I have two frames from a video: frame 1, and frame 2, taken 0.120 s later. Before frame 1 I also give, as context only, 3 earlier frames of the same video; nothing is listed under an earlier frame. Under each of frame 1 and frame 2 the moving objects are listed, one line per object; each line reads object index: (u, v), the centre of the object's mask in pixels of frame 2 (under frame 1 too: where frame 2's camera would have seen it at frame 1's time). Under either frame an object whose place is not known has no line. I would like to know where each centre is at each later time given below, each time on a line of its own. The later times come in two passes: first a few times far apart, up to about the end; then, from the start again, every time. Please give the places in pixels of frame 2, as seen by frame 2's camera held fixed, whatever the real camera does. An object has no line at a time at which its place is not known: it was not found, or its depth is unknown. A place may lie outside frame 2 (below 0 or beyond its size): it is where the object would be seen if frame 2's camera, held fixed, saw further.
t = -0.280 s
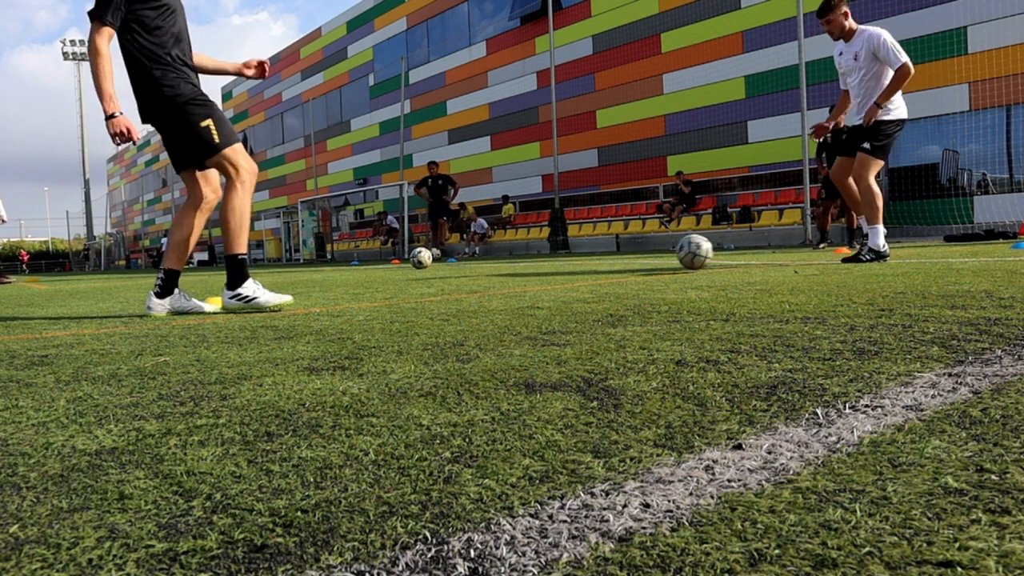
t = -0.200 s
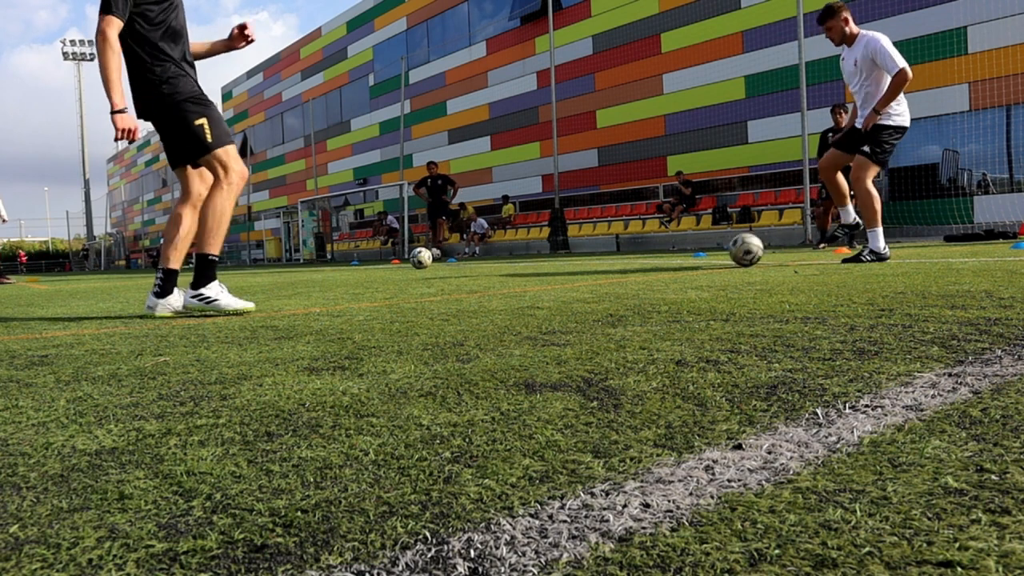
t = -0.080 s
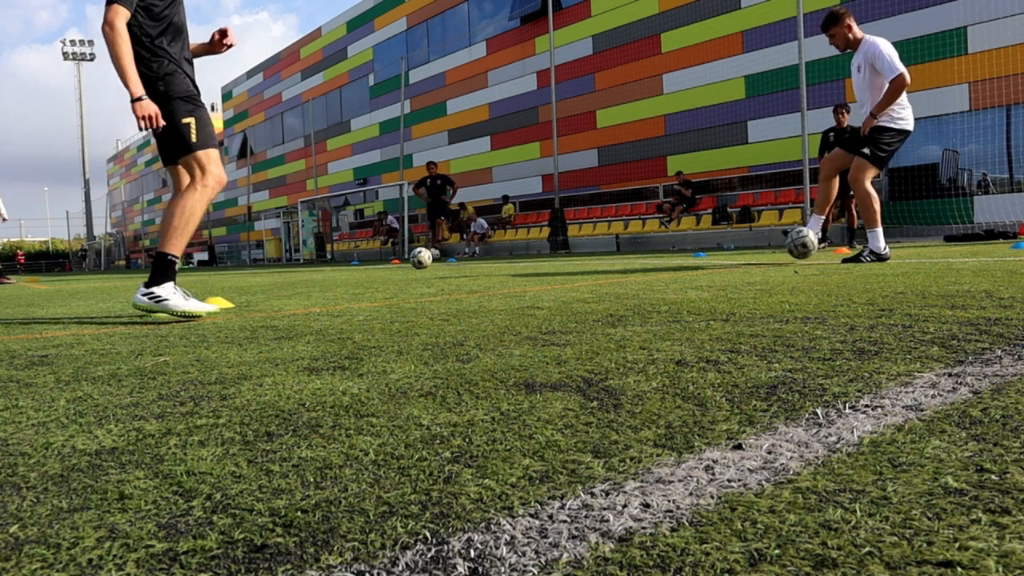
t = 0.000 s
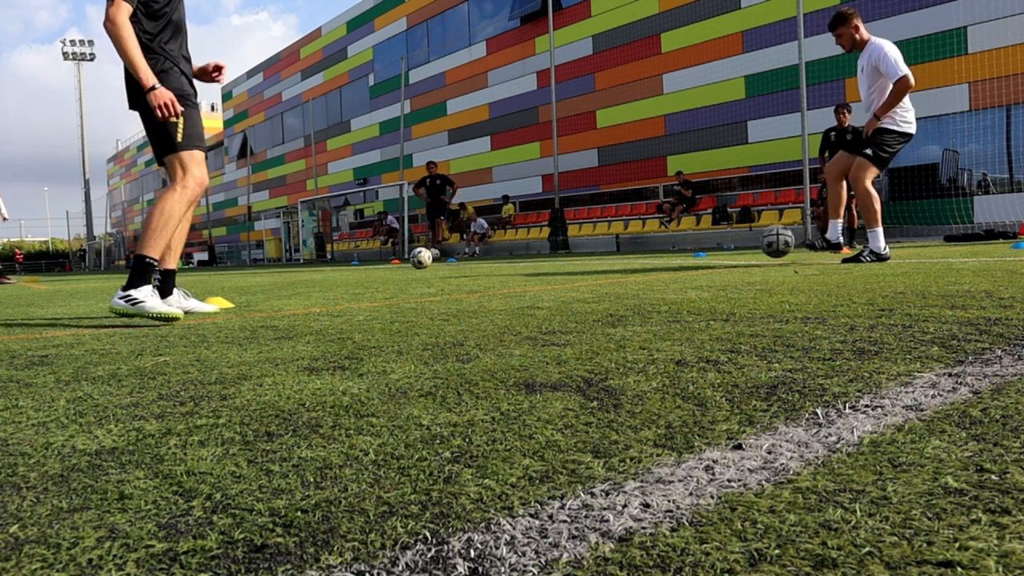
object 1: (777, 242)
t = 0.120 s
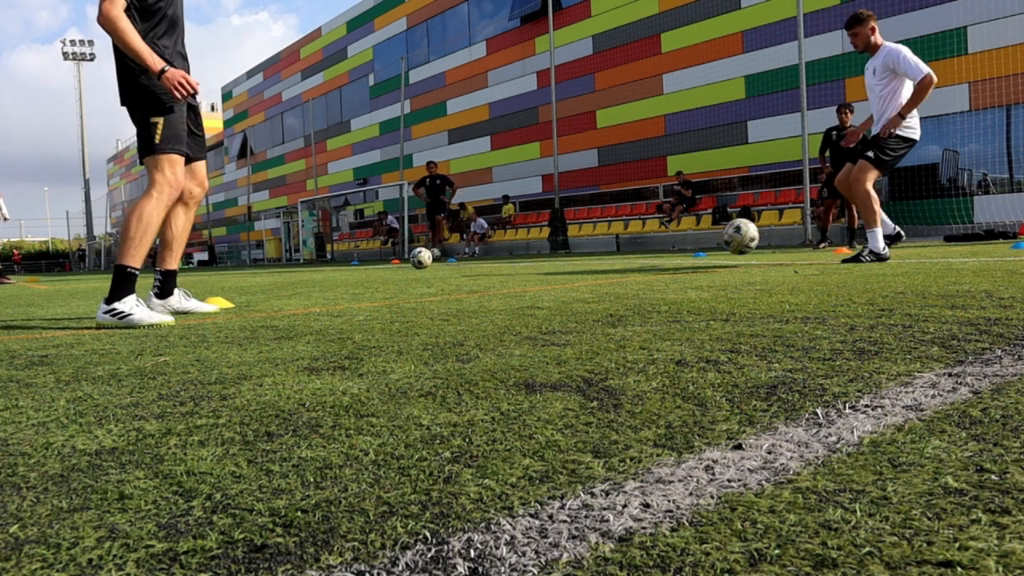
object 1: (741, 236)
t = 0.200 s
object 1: (712, 247)
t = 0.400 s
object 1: (648, 248)
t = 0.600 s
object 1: (570, 260)
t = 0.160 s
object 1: (727, 240)
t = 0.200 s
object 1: (712, 247)
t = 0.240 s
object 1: (698, 256)
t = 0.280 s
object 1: (686, 252)
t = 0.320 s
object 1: (674, 248)
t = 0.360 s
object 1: (661, 246)
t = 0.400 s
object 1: (648, 248)
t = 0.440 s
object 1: (634, 252)
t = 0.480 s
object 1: (619, 260)
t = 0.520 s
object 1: (604, 264)
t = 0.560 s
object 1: (587, 260)
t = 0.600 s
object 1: (570, 260)
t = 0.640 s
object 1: (551, 263)
